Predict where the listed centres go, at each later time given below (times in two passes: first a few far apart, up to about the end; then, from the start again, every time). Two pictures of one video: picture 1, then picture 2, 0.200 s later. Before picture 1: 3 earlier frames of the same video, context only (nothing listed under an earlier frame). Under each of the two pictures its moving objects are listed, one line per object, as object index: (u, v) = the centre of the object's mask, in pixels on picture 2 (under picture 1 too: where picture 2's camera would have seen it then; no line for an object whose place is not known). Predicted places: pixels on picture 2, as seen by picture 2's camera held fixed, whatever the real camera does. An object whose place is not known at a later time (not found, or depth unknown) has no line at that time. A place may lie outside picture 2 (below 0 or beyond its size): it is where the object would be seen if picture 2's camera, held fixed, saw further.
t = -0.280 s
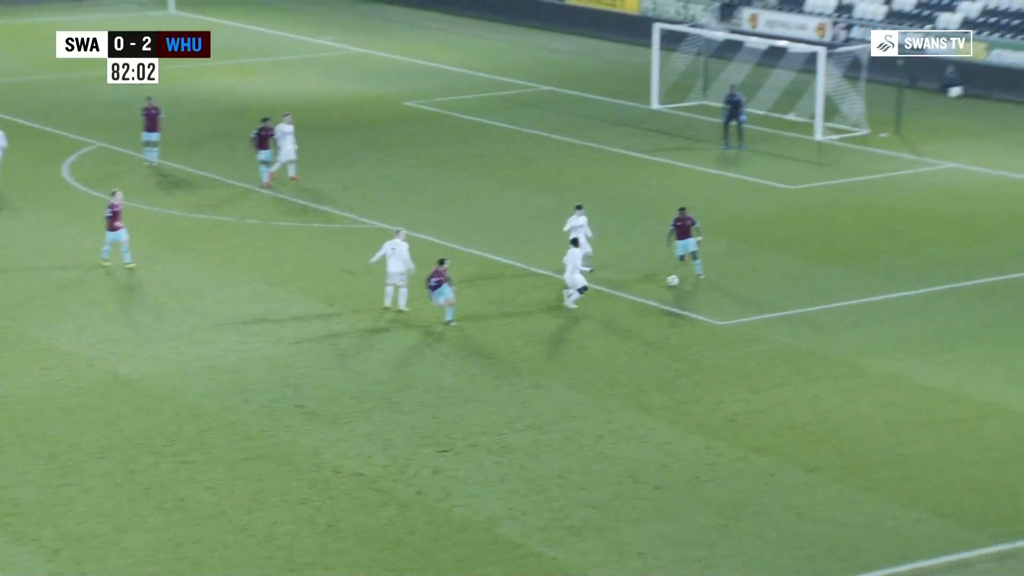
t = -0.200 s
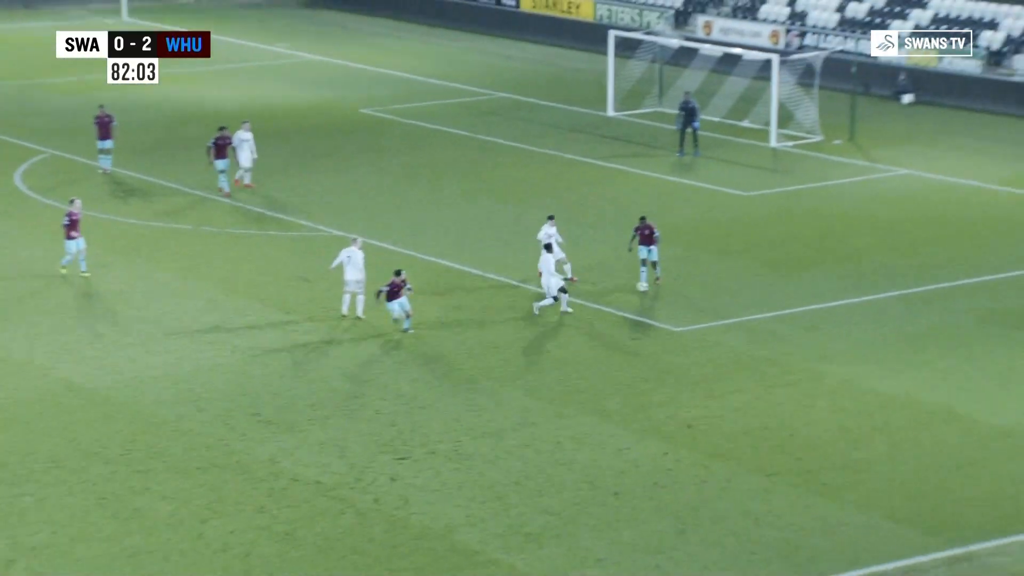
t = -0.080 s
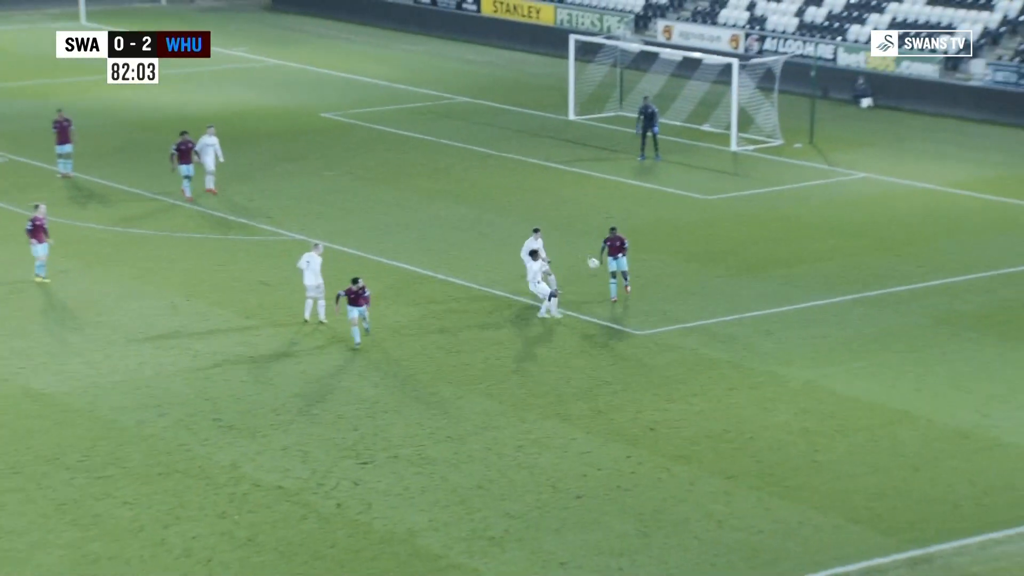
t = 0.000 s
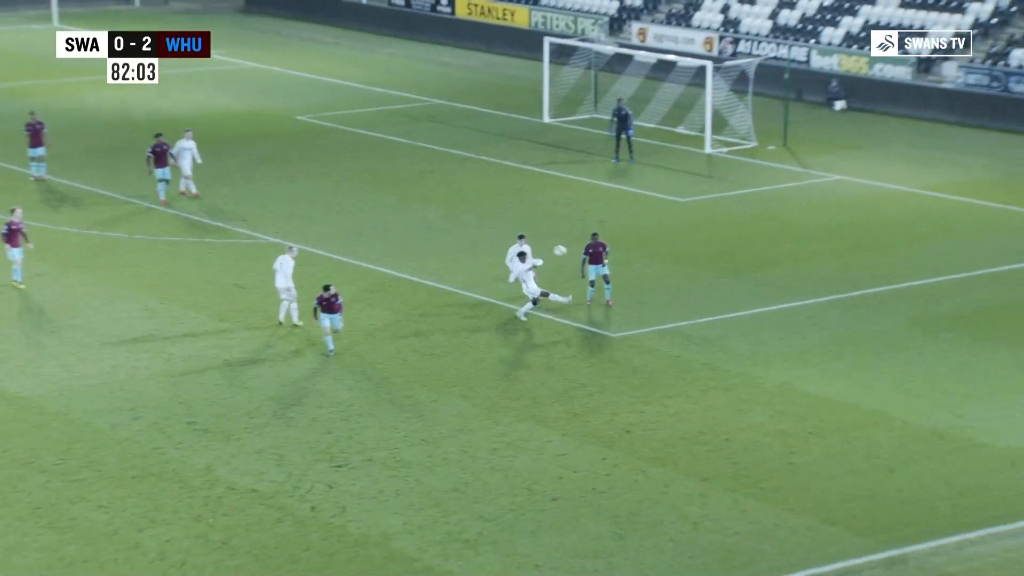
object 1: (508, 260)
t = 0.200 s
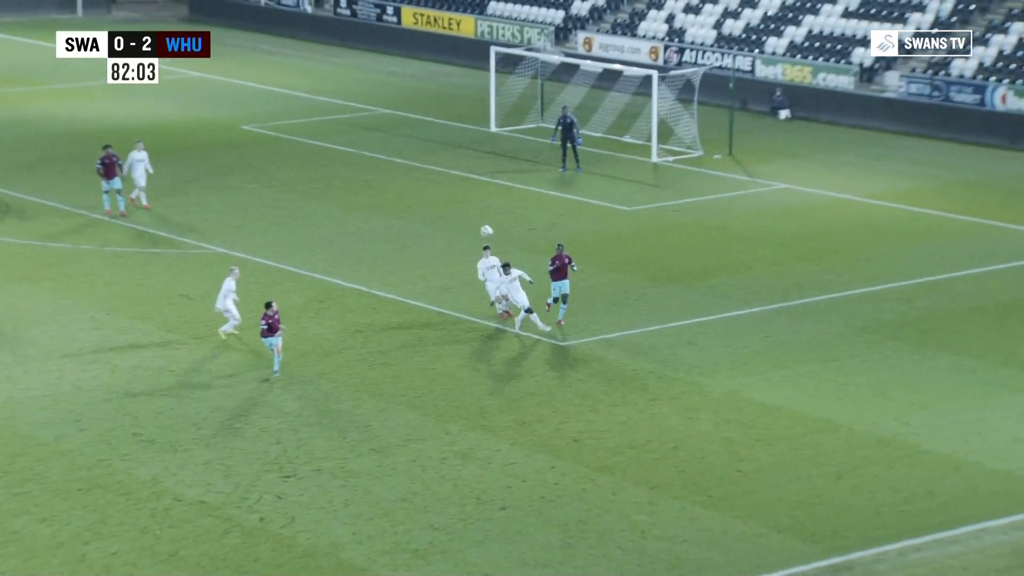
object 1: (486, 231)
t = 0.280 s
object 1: (477, 224)
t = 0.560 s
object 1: (442, 218)
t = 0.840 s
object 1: (403, 247)
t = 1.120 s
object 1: (359, 313)
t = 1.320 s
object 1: (324, 384)
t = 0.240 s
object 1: (481, 227)
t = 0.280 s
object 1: (477, 224)
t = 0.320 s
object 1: (472, 221)
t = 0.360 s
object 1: (467, 219)
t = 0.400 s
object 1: (462, 217)
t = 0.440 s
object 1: (457, 217)
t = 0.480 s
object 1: (452, 216)
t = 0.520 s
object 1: (447, 217)
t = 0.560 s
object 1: (442, 218)
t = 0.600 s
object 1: (437, 220)
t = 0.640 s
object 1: (431, 223)
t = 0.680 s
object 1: (426, 226)
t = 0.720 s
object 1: (420, 230)
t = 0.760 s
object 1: (414, 235)
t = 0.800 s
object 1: (409, 240)
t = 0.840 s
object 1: (403, 247)
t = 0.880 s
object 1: (397, 254)
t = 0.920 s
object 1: (391, 262)
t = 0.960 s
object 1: (385, 270)
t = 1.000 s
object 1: (379, 280)
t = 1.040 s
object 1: (372, 290)
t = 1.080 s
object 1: (366, 300)
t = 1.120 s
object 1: (359, 313)
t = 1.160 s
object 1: (352, 325)
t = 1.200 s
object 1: (346, 339)
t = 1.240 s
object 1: (338, 353)
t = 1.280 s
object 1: (331, 368)
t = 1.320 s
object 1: (324, 384)
